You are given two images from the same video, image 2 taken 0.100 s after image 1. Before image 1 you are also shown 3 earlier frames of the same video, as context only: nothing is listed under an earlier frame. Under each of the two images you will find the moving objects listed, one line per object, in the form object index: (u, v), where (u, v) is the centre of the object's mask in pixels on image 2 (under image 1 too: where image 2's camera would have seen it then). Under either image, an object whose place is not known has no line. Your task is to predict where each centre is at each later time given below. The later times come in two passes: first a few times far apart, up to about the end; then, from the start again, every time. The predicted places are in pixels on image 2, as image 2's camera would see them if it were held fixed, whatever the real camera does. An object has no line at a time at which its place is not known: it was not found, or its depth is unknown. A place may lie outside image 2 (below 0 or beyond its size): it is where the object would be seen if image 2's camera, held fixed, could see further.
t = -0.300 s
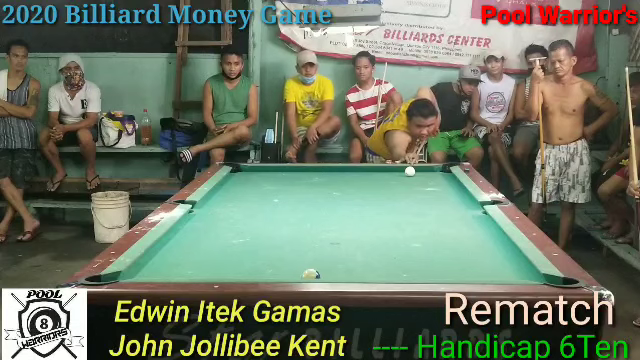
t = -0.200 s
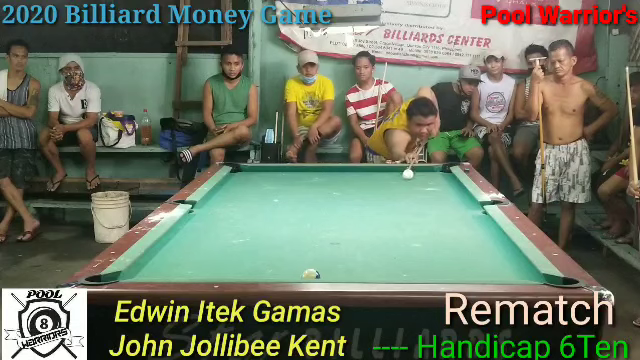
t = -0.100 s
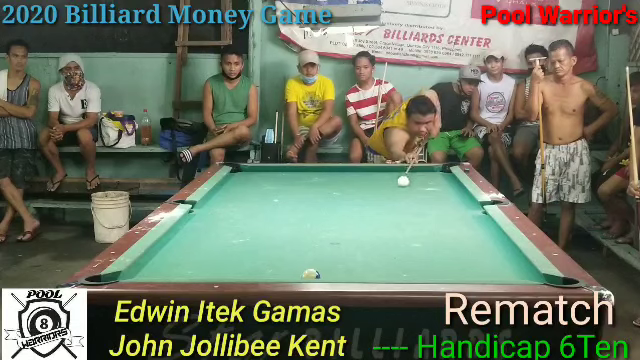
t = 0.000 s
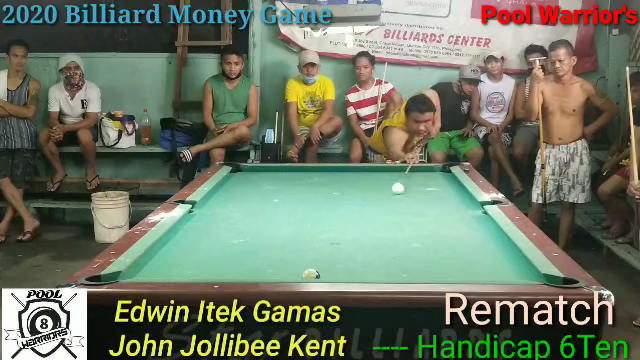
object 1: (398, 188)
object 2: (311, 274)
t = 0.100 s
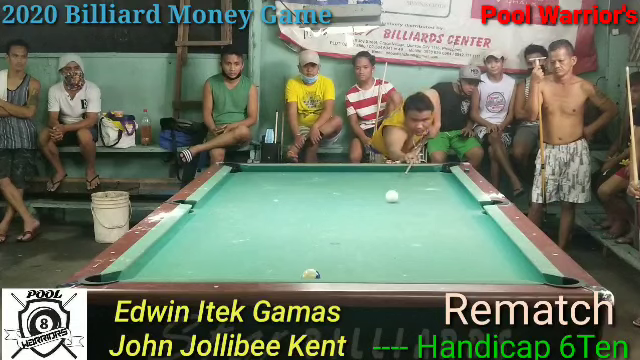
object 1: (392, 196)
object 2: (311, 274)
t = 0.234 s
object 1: (383, 208)
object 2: (311, 274)
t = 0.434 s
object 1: (367, 231)
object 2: (311, 274)
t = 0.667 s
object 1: (340, 265)
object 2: (310, 274)
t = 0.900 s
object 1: (327, 263)
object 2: (274, 272)
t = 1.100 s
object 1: (320, 247)
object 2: (234, 270)
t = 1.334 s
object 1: (314, 231)
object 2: (191, 267)
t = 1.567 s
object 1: (309, 218)
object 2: (151, 264)
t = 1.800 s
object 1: (304, 207)
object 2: (161, 261)
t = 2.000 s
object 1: (301, 199)
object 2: (182, 259)
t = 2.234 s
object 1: (298, 191)
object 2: (204, 257)
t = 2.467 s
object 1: (295, 183)
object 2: (224, 256)
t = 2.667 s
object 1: (293, 178)
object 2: (241, 255)
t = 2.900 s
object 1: (290, 173)
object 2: (257, 253)
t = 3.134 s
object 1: (287, 168)
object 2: (272, 252)
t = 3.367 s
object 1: (284, 170)
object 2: (286, 251)
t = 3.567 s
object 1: (280, 173)
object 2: (296, 250)
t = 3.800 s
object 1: (276, 175)
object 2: (306, 250)
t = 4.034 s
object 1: (273, 178)
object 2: (315, 250)
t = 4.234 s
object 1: (270, 180)
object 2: (322, 248)
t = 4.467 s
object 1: (266, 183)
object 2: (329, 248)
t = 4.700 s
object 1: (263, 185)
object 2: (334, 248)
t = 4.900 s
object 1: (260, 186)
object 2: (338, 248)
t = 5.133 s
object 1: (257, 189)
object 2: (341, 248)
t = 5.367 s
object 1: (254, 191)
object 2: (342, 248)
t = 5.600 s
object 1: (251, 193)
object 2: (341, 248)
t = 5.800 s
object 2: (341, 248)
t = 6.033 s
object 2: (341, 248)
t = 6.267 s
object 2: (341, 248)
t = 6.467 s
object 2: (341, 248)
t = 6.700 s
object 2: (341, 248)
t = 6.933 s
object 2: (341, 248)
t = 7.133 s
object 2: (341, 248)
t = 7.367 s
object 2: (341, 248)
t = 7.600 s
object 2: (341, 248)
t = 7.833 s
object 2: (341, 248)
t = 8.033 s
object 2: (341, 248)
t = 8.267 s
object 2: (341, 248)
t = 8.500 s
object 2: (341, 248)
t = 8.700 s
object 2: (341, 248)
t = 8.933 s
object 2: (341, 248)
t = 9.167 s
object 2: (341, 248)
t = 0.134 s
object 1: (390, 199)
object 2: (311, 274)
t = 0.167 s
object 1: (388, 202)
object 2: (311, 274)
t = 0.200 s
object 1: (385, 205)
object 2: (311, 274)
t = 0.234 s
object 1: (383, 208)
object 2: (311, 274)
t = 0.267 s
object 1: (380, 212)
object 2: (311, 274)
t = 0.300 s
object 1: (377, 215)
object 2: (311, 274)
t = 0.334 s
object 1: (375, 219)
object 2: (311, 274)
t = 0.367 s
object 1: (372, 222)
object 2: (311, 274)
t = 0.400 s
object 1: (369, 227)
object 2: (311, 274)
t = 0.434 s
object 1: (367, 231)
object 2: (311, 274)
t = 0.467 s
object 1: (363, 235)
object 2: (311, 274)
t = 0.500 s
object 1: (359, 239)
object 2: (311, 274)
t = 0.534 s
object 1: (356, 244)
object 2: (311, 274)
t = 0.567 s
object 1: (352, 249)
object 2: (311, 274)
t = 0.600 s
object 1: (348, 255)
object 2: (310, 274)
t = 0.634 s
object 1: (344, 260)
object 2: (310, 274)
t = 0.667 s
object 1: (340, 265)
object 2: (310, 274)
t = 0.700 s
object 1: (336, 269)
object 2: (310, 274)
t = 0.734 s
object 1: (332, 274)
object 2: (310, 274)
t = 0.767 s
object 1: (329, 273)
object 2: (304, 274)
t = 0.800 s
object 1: (329, 271)
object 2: (295, 273)
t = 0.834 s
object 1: (329, 269)
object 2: (288, 272)
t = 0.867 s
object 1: (328, 266)
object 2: (280, 272)
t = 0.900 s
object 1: (327, 263)
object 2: (274, 272)
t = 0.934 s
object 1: (326, 259)
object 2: (267, 271)
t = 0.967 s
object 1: (325, 257)
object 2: (260, 271)
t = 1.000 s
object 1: (324, 254)
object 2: (253, 271)
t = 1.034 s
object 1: (323, 252)
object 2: (247, 271)
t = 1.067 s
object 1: (321, 249)
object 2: (240, 270)
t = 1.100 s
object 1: (320, 247)
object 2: (234, 270)
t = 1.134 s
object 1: (319, 244)
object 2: (228, 269)
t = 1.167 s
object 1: (318, 242)
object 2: (222, 269)
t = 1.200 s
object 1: (317, 240)
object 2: (215, 268)
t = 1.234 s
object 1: (316, 237)
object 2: (209, 268)
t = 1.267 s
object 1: (316, 235)
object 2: (203, 268)
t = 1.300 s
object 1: (315, 233)
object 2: (197, 267)
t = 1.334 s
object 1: (314, 231)
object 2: (191, 267)
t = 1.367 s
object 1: (313, 229)
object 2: (185, 266)
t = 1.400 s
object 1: (313, 227)
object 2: (179, 266)
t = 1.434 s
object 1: (311, 226)
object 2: (173, 265)
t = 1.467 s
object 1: (311, 224)
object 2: (168, 265)
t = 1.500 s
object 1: (310, 222)
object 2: (162, 264)
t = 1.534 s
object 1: (309, 220)
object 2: (156, 264)
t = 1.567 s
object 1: (309, 218)
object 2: (151, 264)
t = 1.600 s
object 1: (308, 217)
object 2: (145, 262)
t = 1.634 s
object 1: (307, 215)
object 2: (143, 262)
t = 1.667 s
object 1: (307, 214)
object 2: (147, 262)
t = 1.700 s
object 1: (306, 212)
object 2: (151, 262)
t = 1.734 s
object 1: (306, 211)
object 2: (155, 262)
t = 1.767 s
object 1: (305, 209)
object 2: (158, 261)
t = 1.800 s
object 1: (304, 207)
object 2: (161, 261)
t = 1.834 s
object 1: (303, 206)
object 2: (165, 260)
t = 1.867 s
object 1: (303, 205)
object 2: (168, 260)
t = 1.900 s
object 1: (302, 203)
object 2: (172, 260)
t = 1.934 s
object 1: (302, 202)
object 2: (175, 260)
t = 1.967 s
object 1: (302, 200)
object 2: (179, 259)
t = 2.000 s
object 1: (301, 199)
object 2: (182, 259)
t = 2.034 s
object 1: (301, 198)
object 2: (185, 259)
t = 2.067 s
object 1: (300, 197)
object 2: (189, 259)
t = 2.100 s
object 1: (299, 195)
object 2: (191, 258)
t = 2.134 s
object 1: (299, 194)
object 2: (195, 258)
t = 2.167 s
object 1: (299, 193)
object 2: (198, 258)
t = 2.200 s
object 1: (298, 192)
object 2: (201, 258)
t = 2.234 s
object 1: (298, 191)
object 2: (204, 257)
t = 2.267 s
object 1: (297, 189)
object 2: (207, 257)
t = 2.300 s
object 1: (297, 188)
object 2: (210, 257)
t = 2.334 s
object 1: (296, 188)
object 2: (214, 257)
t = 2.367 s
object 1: (296, 186)
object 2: (216, 257)
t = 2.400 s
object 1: (296, 185)
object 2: (219, 256)
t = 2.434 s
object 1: (295, 184)
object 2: (221, 256)
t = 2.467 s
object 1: (295, 183)
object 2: (224, 256)
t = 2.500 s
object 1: (294, 182)
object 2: (227, 256)
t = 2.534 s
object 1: (294, 181)
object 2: (230, 255)
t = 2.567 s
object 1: (293, 181)
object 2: (233, 255)
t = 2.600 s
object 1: (293, 180)
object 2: (236, 255)
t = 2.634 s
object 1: (293, 179)
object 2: (238, 255)
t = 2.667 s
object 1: (293, 178)
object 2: (241, 255)
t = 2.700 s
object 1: (292, 177)
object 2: (242, 255)
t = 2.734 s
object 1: (292, 176)
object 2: (245, 254)
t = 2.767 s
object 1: (291, 175)
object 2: (247, 254)
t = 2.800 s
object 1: (291, 175)
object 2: (250, 254)
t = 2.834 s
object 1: (290, 174)
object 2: (252, 254)
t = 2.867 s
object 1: (290, 173)
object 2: (255, 254)
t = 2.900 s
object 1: (290, 173)
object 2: (257, 253)
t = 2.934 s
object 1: (290, 172)
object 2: (259, 253)
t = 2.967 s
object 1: (289, 171)
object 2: (262, 253)
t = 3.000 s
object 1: (289, 170)
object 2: (264, 253)
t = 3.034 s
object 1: (289, 169)
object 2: (266, 253)
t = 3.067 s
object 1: (288, 169)
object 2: (268, 253)
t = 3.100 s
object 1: (288, 168)
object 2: (269, 253)
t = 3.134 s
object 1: (287, 168)
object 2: (272, 252)
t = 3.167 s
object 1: (287, 168)
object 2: (274, 252)
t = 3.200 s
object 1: (286, 168)
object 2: (276, 252)
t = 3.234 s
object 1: (286, 169)
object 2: (278, 252)
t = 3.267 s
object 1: (285, 169)
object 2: (280, 252)
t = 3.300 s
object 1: (285, 169)
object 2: (282, 252)
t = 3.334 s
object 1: (284, 170)
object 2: (284, 251)
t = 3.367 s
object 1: (284, 170)
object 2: (286, 251)
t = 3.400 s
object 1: (283, 170)
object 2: (288, 251)
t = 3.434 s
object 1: (282, 171)
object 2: (289, 251)
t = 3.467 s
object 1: (282, 172)
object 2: (291, 251)
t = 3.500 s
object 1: (281, 172)
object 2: (293, 251)
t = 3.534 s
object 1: (281, 172)
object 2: (295, 251)
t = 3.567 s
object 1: (280, 173)
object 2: (296, 250)
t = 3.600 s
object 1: (280, 173)
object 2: (297, 250)
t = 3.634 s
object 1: (280, 173)
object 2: (299, 250)
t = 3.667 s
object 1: (279, 174)
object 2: (300, 250)
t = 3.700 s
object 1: (278, 174)
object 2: (302, 250)
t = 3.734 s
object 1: (278, 174)
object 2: (303, 250)
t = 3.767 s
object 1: (277, 175)
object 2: (305, 250)
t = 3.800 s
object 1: (276, 175)
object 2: (306, 250)
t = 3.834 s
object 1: (276, 176)
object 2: (308, 249)
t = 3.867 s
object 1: (276, 176)
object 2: (309, 249)
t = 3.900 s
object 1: (275, 176)
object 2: (311, 249)
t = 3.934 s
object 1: (274, 176)
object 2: (312, 249)
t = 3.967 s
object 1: (274, 177)
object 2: (313, 249)
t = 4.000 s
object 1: (273, 177)
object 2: (314, 250)
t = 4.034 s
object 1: (273, 178)
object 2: (315, 250)
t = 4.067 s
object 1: (272, 178)
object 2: (316, 249)
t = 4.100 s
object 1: (272, 179)
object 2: (318, 250)
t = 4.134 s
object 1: (272, 179)
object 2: (319, 249)
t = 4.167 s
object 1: (271, 180)
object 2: (320, 249)
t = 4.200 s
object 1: (270, 180)
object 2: (321, 249)
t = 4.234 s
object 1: (270, 180)
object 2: (322, 248)
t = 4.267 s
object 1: (269, 180)
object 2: (323, 248)
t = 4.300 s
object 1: (269, 181)
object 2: (324, 248)
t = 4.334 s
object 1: (268, 181)
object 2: (325, 248)
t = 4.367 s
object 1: (268, 181)
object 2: (326, 248)
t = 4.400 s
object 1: (267, 182)
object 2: (327, 248)
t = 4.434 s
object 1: (267, 182)
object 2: (328, 248)
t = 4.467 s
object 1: (266, 183)
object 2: (329, 248)
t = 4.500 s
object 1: (266, 183)
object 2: (330, 248)
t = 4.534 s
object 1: (265, 183)
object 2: (330, 248)
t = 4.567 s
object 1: (265, 183)
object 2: (331, 248)
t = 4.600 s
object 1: (264, 184)
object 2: (332, 248)
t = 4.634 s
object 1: (264, 184)
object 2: (333, 248)
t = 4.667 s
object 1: (263, 184)
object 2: (333, 248)
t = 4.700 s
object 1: (263, 185)
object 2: (334, 248)
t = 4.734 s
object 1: (262, 185)
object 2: (335, 248)
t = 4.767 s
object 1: (262, 185)
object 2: (335, 248)
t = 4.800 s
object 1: (262, 186)
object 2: (336, 248)
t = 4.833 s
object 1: (261, 186)
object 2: (337, 248)
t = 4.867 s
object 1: (261, 186)
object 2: (337, 248)
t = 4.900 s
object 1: (260, 186)
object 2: (338, 248)
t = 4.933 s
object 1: (260, 187)
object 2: (338, 248)
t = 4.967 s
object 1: (259, 188)
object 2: (339, 248)
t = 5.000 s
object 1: (259, 188)
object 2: (339, 248)
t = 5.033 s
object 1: (258, 188)
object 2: (339, 248)
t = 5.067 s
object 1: (258, 188)
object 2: (340, 248)
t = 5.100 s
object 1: (257, 189)
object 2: (340, 248)
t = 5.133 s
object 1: (257, 189)
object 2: (341, 248)
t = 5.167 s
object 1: (256, 189)
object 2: (341, 248)
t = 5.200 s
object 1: (256, 190)
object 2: (341, 248)
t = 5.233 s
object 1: (256, 190)
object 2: (341, 248)
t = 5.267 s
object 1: (255, 190)
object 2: (341, 248)
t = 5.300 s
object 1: (255, 191)
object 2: (341, 248)
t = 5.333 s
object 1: (254, 191)
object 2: (342, 248)
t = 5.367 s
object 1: (254, 191)
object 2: (342, 248)
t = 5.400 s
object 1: (254, 192)
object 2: (342, 248)
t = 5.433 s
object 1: (253, 192)
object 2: (342, 248)
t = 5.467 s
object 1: (252, 192)
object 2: (342, 248)
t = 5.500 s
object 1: (252, 193)
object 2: (342, 248)
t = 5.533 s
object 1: (252, 193)
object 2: (342, 248)
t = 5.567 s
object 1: (252, 193)
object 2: (342, 248)
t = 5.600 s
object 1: (251, 193)
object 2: (341, 248)
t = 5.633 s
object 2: (341, 248)
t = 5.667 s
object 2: (341, 248)
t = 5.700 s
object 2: (341, 248)
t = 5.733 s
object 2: (341, 248)
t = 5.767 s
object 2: (341, 248)
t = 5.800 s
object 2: (341, 248)
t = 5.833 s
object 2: (341, 248)
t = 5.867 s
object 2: (341, 248)
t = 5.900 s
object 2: (341, 248)
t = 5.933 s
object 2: (341, 248)
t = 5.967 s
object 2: (341, 248)
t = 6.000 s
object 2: (341, 248)
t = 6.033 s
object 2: (341, 248)
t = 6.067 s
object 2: (341, 248)
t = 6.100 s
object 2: (341, 248)
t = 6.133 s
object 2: (341, 248)
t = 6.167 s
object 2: (341, 248)
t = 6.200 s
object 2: (341, 248)
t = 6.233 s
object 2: (341, 248)
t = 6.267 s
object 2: (341, 248)
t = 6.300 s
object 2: (341, 248)
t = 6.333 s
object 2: (341, 248)
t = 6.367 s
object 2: (341, 248)
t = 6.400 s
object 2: (341, 248)
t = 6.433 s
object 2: (341, 248)
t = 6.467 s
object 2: (341, 248)
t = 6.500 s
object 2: (341, 248)
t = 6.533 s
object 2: (341, 248)
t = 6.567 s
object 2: (341, 248)
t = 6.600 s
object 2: (341, 248)
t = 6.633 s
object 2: (341, 248)
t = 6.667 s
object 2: (341, 248)
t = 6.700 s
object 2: (341, 248)
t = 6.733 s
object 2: (341, 248)
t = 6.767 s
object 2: (341, 248)
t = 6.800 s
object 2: (341, 248)
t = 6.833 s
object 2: (341, 248)
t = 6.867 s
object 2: (341, 248)
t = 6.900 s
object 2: (341, 248)
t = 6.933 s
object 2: (341, 248)
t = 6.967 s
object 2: (341, 248)
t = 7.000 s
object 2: (341, 248)
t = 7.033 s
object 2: (341, 248)
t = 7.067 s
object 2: (341, 248)
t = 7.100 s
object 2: (341, 248)
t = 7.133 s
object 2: (341, 248)
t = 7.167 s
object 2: (341, 248)
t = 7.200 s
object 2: (341, 248)
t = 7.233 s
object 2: (341, 248)
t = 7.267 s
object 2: (341, 248)
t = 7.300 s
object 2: (341, 248)
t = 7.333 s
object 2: (341, 248)
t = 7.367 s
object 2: (341, 248)
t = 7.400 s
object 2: (341, 248)
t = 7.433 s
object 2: (341, 248)
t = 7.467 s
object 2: (341, 248)
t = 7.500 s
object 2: (341, 248)
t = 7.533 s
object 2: (341, 248)
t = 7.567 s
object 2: (341, 248)
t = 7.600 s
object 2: (341, 248)
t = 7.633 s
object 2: (341, 248)
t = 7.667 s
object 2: (341, 248)
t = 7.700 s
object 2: (341, 248)
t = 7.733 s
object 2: (341, 248)
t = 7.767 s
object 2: (341, 248)
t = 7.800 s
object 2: (341, 248)
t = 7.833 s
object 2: (341, 248)
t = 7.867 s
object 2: (341, 248)
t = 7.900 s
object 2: (341, 248)
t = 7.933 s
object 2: (341, 248)
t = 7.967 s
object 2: (341, 248)
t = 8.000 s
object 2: (341, 248)
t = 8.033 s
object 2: (341, 248)
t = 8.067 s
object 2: (341, 248)
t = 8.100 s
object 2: (341, 248)
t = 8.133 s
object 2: (341, 248)
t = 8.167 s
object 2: (341, 248)
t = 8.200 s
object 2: (341, 248)
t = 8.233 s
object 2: (341, 248)
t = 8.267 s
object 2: (341, 248)
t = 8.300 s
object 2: (341, 248)
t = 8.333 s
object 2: (341, 248)
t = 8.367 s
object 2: (341, 248)
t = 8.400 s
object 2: (341, 248)
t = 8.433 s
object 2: (341, 248)
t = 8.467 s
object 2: (341, 248)
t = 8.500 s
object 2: (341, 248)
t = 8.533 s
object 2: (341, 248)
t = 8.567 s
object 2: (341, 248)
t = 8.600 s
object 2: (341, 248)
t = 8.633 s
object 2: (341, 248)
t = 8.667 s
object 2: (341, 248)
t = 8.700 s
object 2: (341, 248)
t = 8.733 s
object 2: (341, 248)
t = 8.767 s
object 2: (341, 248)
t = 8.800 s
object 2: (341, 248)
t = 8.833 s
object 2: (341, 248)
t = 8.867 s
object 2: (341, 248)
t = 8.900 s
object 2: (341, 248)
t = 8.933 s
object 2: (341, 248)
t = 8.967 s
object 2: (341, 248)
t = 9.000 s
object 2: (341, 248)
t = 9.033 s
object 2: (341, 248)
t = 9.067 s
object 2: (341, 248)
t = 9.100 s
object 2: (341, 248)
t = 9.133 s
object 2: (341, 248)
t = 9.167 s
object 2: (341, 248)
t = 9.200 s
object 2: (341, 248)
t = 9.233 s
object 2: (341, 248)
